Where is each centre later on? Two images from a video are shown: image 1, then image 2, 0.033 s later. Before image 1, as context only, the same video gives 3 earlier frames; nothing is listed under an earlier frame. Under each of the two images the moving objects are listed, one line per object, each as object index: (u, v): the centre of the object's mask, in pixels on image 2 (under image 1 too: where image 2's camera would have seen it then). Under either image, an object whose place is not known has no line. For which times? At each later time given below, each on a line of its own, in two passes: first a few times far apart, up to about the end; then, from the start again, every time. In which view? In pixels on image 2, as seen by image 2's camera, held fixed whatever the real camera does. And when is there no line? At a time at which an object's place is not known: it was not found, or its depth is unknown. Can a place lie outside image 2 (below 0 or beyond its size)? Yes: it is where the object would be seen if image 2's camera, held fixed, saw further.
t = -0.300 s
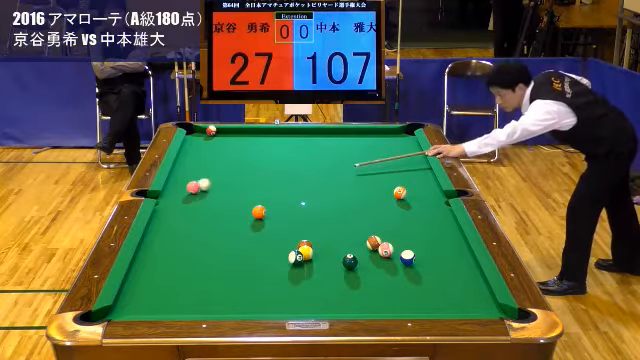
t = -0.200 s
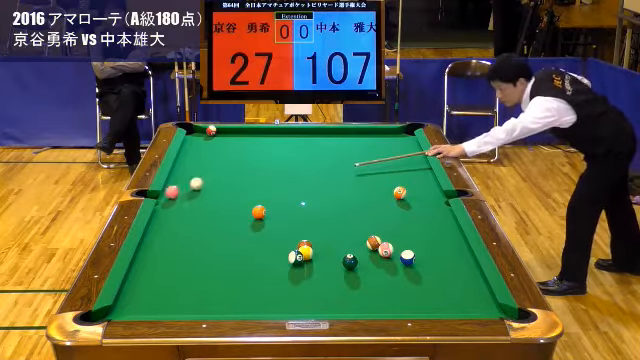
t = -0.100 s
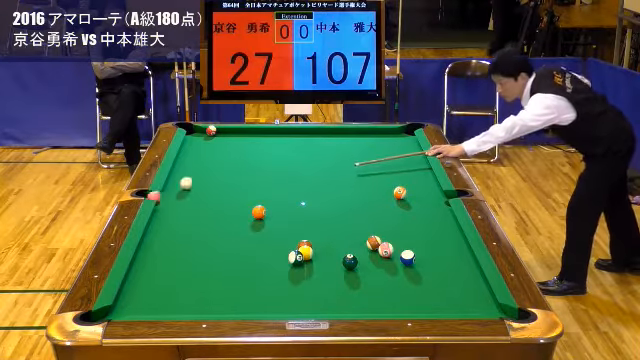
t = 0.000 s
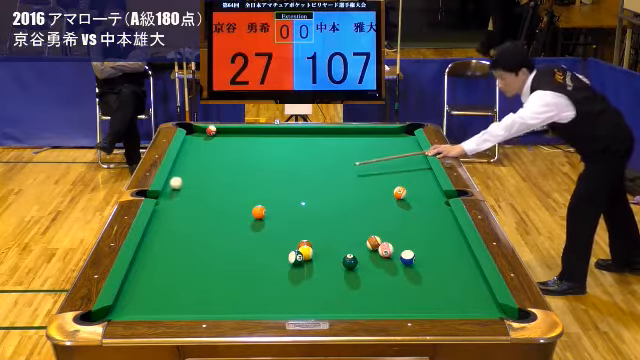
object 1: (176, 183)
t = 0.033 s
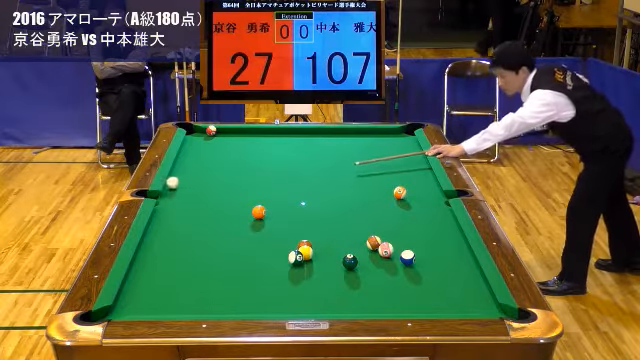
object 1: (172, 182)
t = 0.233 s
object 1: (181, 183)
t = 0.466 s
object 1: (193, 184)
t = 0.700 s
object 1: (204, 184)
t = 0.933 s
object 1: (215, 185)
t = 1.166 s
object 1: (224, 185)
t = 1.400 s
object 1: (233, 186)
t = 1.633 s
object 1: (241, 186)
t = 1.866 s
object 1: (248, 186)
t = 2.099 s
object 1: (254, 187)
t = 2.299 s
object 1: (259, 188)
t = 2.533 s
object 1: (263, 188)
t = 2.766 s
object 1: (267, 188)
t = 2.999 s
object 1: (270, 189)
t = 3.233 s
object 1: (272, 189)
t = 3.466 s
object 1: (273, 189)
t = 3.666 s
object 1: (274, 189)
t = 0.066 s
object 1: (171, 182)
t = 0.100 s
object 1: (173, 183)
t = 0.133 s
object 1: (175, 183)
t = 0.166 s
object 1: (177, 183)
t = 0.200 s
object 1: (179, 183)
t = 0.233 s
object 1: (181, 183)
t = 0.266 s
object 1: (183, 183)
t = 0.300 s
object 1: (185, 183)
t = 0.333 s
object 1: (186, 183)
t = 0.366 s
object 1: (188, 183)
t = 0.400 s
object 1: (190, 184)
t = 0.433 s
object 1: (192, 183)
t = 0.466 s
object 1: (193, 184)
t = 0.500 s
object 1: (195, 184)
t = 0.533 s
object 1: (196, 184)
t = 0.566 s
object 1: (198, 184)
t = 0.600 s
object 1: (200, 184)
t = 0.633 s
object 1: (201, 184)
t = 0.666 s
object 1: (203, 184)
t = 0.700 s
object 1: (204, 184)
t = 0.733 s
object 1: (206, 184)
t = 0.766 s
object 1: (207, 184)
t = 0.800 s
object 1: (209, 184)
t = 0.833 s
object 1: (210, 185)
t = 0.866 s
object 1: (212, 185)
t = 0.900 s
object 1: (213, 185)
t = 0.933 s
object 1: (215, 185)
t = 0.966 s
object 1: (216, 185)
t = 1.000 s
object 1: (218, 185)
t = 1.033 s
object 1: (219, 185)
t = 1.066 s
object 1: (220, 185)
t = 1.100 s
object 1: (222, 185)
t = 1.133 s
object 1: (223, 185)
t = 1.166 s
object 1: (224, 185)
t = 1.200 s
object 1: (226, 185)
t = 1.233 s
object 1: (227, 185)
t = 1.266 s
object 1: (228, 185)
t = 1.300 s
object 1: (230, 185)
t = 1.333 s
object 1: (231, 185)
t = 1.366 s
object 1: (232, 186)
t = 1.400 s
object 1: (233, 186)
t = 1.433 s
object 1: (234, 186)
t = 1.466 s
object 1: (235, 186)
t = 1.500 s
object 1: (236, 186)
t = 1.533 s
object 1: (237, 186)
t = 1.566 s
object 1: (239, 186)
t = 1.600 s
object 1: (239, 186)
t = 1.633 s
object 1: (241, 186)
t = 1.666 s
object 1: (242, 186)
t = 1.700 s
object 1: (243, 186)
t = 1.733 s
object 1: (244, 186)
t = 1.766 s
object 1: (245, 186)
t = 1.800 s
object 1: (245, 186)
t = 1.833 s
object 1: (247, 186)
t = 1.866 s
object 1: (248, 186)
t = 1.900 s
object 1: (249, 187)
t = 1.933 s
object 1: (249, 187)
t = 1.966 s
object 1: (250, 187)
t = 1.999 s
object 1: (251, 187)
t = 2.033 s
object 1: (252, 187)
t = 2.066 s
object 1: (253, 187)
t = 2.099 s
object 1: (254, 187)
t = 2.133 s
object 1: (255, 187)
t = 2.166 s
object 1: (255, 187)
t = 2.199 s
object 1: (257, 187)
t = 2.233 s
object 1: (257, 188)
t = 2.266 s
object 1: (258, 188)
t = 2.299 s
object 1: (259, 188)
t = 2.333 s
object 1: (260, 188)
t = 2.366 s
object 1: (260, 188)
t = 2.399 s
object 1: (261, 188)
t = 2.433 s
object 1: (261, 188)
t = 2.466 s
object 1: (262, 188)
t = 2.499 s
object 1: (262, 188)
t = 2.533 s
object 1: (263, 188)
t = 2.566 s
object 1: (264, 188)
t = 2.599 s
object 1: (264, 188)
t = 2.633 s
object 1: (265, 188)
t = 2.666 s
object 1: (265, 188)
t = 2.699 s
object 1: (266, 188)
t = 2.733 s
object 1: (266, 188)
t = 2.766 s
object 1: (267, 188)
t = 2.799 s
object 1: (267, 188)
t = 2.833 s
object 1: (268, 189)
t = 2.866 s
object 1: (268, 189)
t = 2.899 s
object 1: (269, 189)
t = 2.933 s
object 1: (269, 189)
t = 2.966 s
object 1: (270, 189)
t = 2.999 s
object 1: (270, 189)
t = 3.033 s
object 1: (270, 189)
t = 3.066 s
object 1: (271, 189)
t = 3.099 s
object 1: (271, 189)
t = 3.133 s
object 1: (271, 189)
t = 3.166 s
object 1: (272, 189)
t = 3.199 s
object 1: (272, 189)
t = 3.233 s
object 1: (272, 189)
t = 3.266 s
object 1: (272, 189)
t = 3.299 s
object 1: (272, 189)
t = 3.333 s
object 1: (273, 189)
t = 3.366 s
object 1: (273, 189)
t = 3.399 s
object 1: (273, 189)
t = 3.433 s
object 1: (273, 189)
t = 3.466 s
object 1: (273, 189)
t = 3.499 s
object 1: (274, 189)
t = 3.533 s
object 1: (274, 189)
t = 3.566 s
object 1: (274, 189)
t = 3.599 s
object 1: (274, 189)
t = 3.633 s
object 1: (274, 189)
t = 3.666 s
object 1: (274, 189)
